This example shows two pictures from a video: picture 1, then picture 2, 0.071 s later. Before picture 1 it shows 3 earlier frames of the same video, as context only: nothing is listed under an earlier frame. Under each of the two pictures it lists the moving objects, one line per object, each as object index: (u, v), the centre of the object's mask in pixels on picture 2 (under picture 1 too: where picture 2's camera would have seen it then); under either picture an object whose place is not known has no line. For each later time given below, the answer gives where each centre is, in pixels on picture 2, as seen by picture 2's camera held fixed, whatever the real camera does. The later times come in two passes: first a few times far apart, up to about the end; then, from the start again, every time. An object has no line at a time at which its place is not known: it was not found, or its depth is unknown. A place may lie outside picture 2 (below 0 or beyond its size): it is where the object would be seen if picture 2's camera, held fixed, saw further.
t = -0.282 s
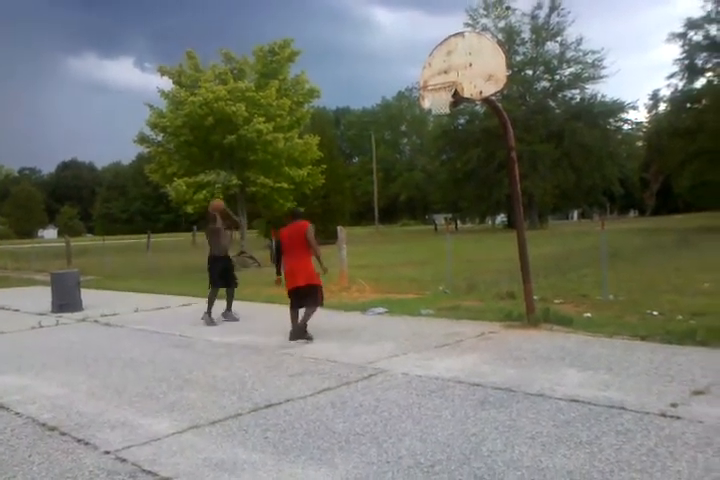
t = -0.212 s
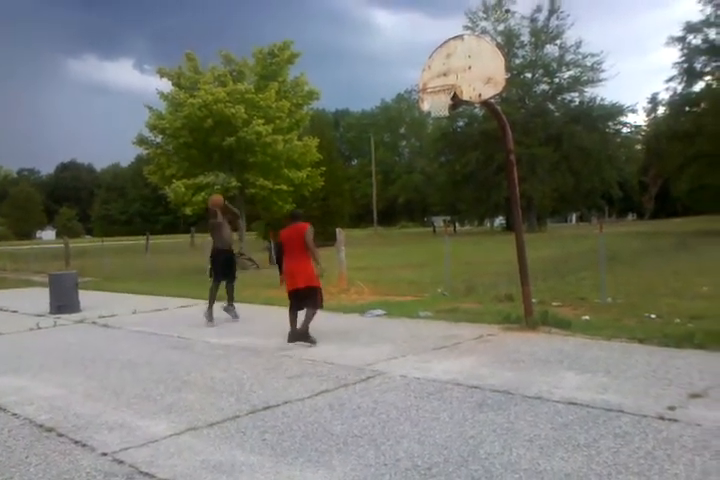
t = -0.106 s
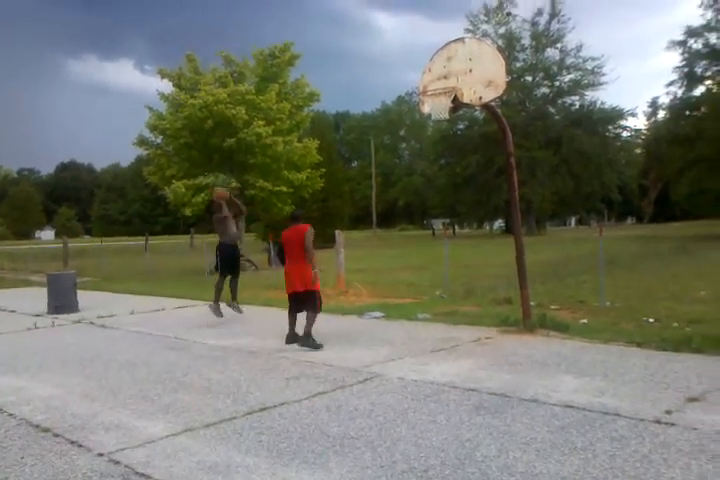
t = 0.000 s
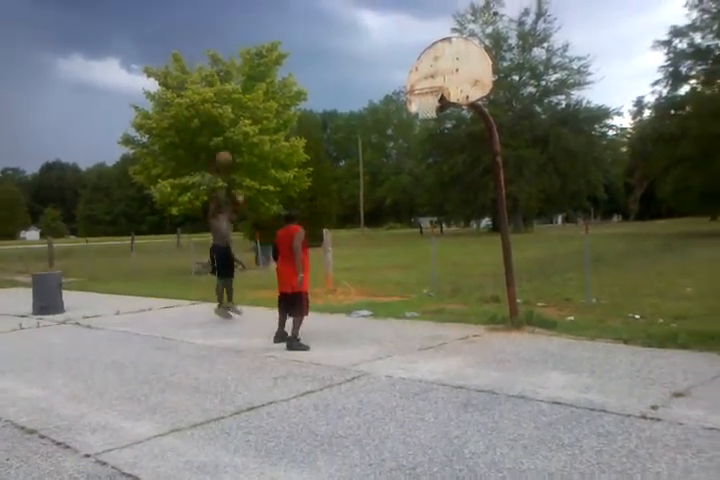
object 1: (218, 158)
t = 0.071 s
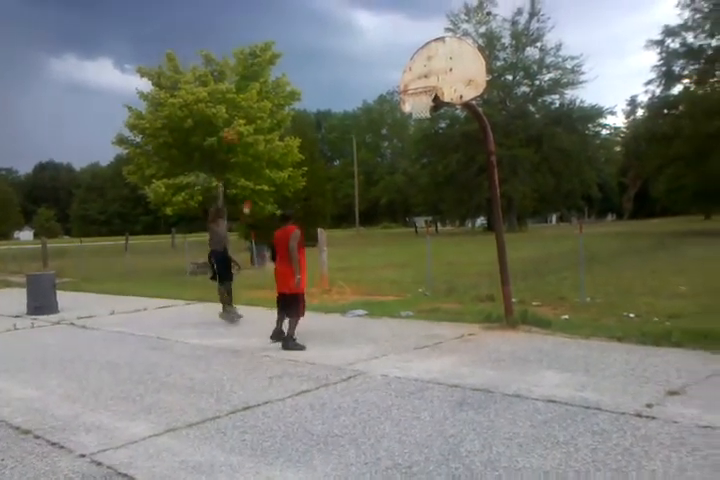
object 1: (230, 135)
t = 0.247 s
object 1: (258, 95)
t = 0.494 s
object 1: (306, 63)
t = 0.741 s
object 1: (368, 72)
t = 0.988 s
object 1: (360, 92)
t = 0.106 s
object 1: (234, 128)
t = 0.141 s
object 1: (239, 119)
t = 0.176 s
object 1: (245, 109)
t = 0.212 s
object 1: (252, 104)
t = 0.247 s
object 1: (258, 95)
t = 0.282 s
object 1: (263, 89)
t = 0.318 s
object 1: (272, 83)
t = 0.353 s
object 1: (277, 77)
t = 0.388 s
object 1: (284, 73)
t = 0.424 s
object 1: (291, 69)
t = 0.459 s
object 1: (298, 66)
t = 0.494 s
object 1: (306, 63)
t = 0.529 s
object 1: (314, 61)
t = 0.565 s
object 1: (320, 60)
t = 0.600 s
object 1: (335, 60)
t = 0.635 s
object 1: (343, 62)
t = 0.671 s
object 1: (351, 65)
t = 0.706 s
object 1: (359, 67)
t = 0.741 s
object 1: (368, 72)
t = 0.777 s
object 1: (376, 77)
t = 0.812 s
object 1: (385, 83)
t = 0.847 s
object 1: (391, 88)
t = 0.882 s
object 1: (383, 88)
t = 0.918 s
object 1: (375, 89)
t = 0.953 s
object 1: (367, 90)
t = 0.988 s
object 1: (360, 92)
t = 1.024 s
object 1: (351, 95)
